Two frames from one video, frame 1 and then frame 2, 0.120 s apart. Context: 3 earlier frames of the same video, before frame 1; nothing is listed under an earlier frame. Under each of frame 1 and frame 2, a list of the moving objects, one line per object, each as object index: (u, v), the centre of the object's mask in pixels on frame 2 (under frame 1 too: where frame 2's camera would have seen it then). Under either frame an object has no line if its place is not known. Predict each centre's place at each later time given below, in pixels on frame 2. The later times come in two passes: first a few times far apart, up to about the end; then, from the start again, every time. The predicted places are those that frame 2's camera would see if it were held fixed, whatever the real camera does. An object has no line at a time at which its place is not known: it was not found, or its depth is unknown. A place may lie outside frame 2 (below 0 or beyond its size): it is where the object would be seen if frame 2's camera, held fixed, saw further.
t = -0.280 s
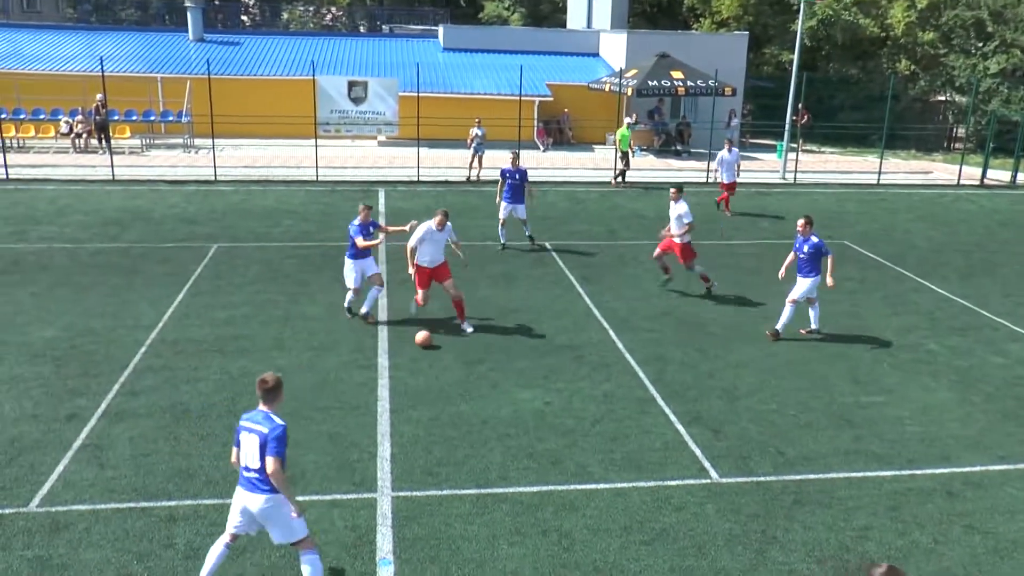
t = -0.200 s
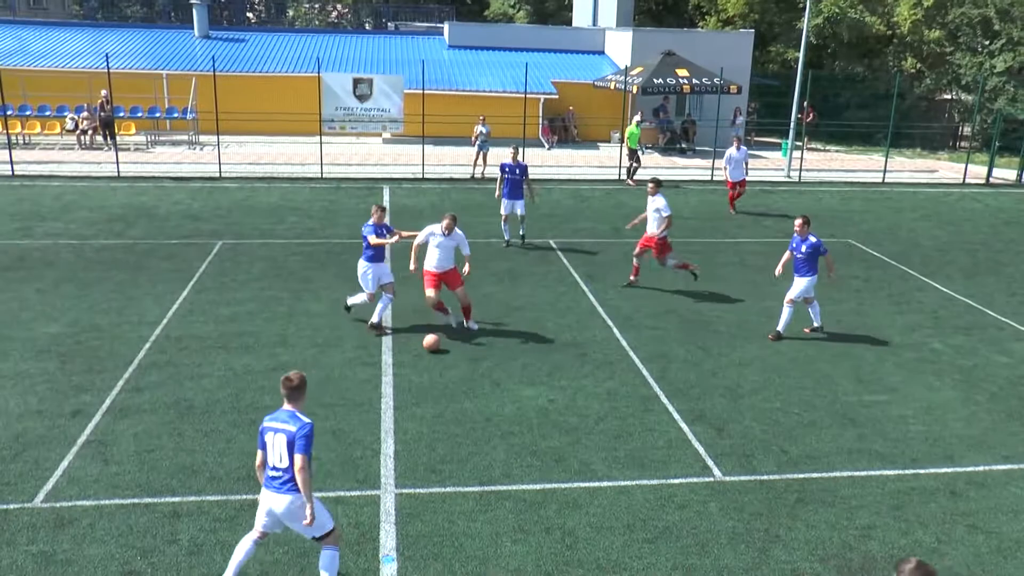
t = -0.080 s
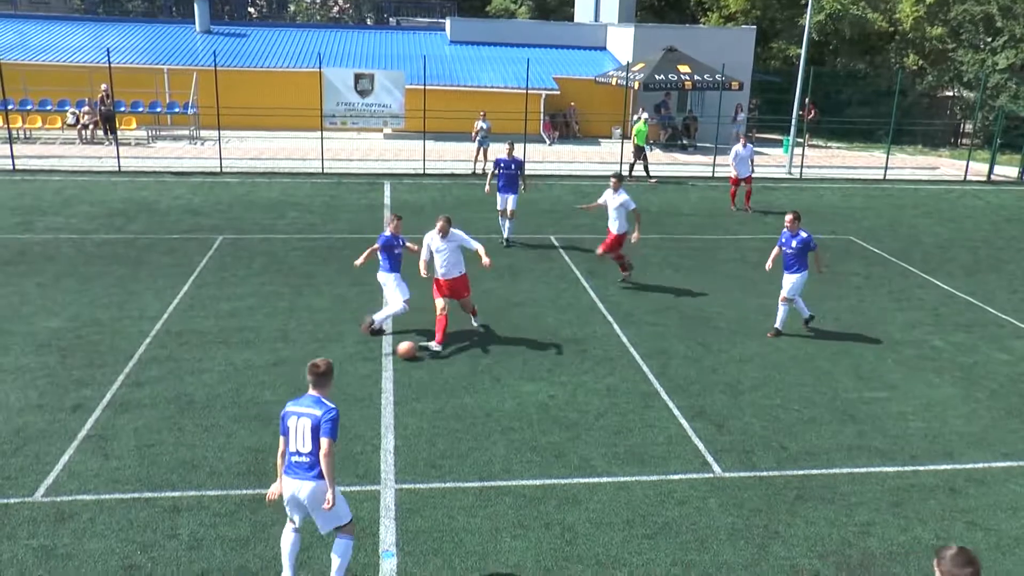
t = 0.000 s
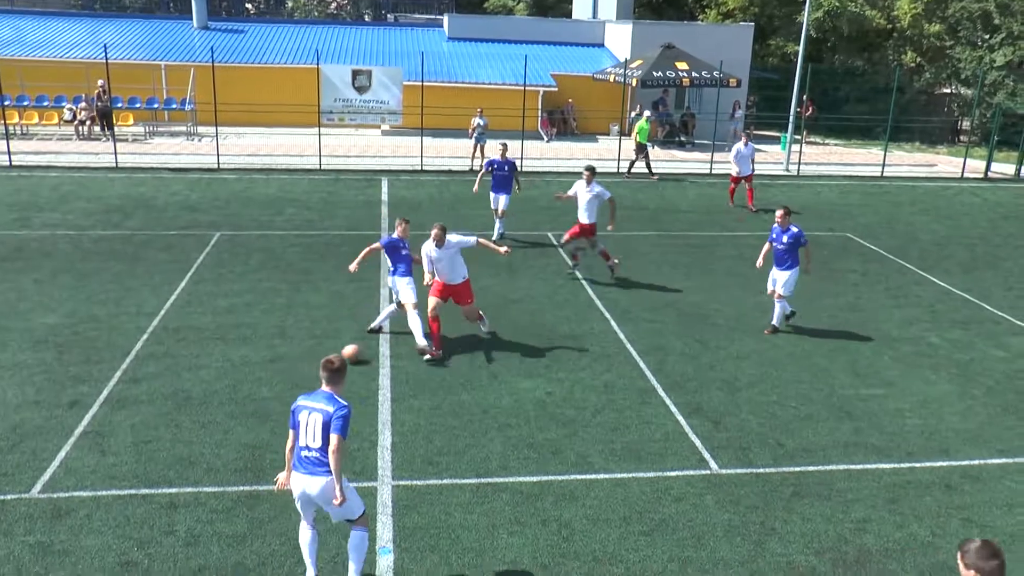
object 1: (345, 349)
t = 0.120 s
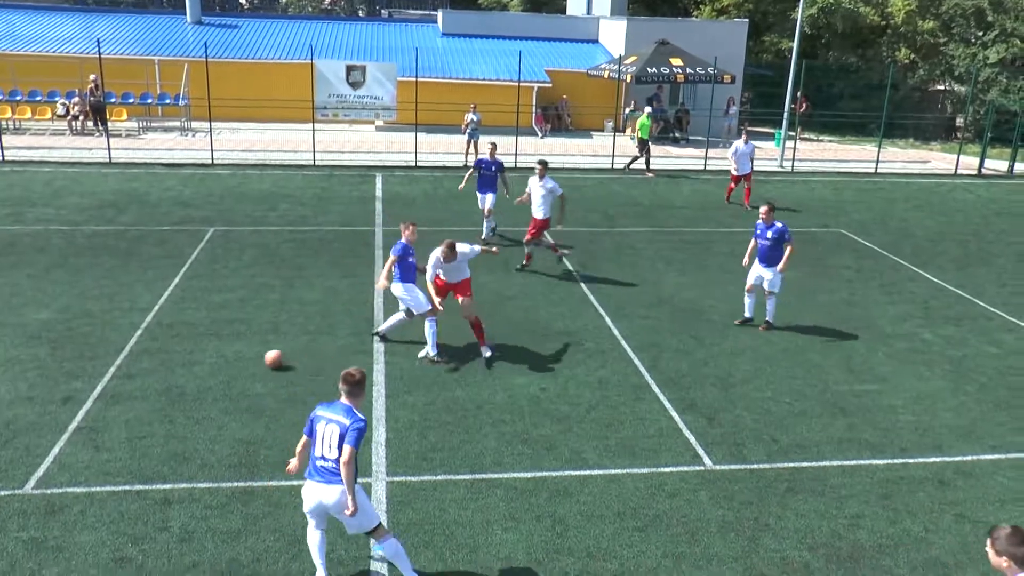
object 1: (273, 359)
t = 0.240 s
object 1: (207, 368)
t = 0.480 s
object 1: (68, 391)
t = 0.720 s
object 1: (-84, 418)
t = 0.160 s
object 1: (251, 362)
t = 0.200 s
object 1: (230, 364)
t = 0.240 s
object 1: (207, 368)
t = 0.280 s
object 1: (184, 371)
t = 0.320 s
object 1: (163, 375)
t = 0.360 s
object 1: (139, 379)
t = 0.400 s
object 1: (116, 383)
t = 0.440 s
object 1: (92, 387)
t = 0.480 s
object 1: (68, 391)
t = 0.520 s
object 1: (44, 395)
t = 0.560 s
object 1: (20, 398)
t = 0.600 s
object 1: (-6, 403)
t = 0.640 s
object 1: (-31, 409)
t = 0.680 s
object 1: (-56, 413)
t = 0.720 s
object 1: (-84, 418)
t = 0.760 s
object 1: (-110, 422)
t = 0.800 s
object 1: (-137, 426)
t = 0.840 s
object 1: (-165, 430)
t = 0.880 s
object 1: (-191, 437)
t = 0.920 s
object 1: (-219, 442)
